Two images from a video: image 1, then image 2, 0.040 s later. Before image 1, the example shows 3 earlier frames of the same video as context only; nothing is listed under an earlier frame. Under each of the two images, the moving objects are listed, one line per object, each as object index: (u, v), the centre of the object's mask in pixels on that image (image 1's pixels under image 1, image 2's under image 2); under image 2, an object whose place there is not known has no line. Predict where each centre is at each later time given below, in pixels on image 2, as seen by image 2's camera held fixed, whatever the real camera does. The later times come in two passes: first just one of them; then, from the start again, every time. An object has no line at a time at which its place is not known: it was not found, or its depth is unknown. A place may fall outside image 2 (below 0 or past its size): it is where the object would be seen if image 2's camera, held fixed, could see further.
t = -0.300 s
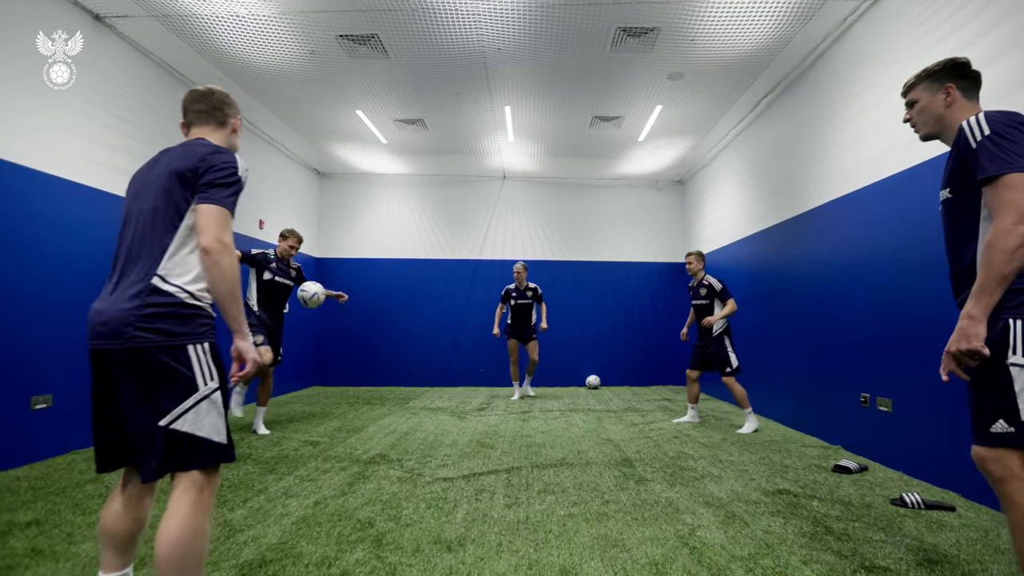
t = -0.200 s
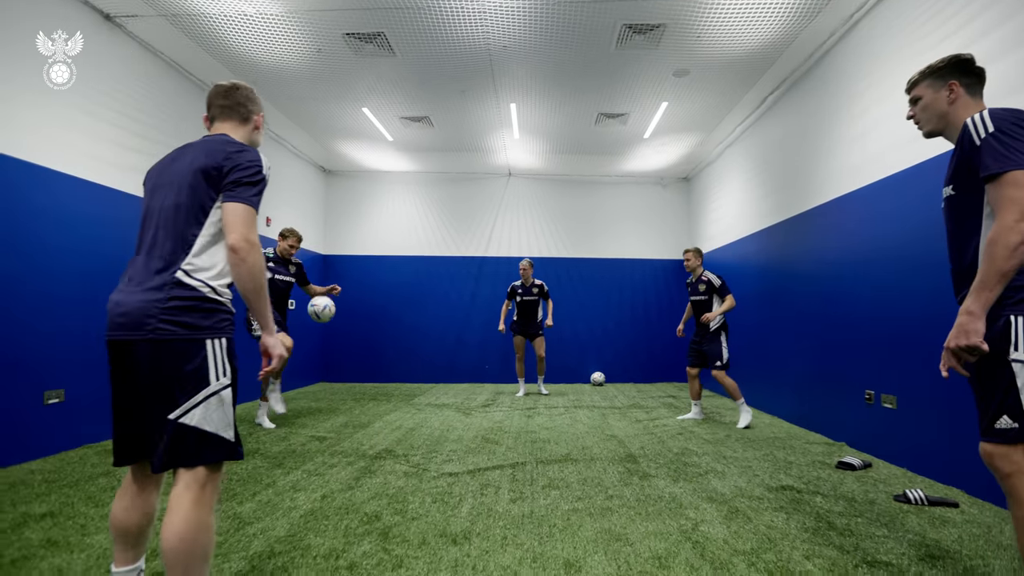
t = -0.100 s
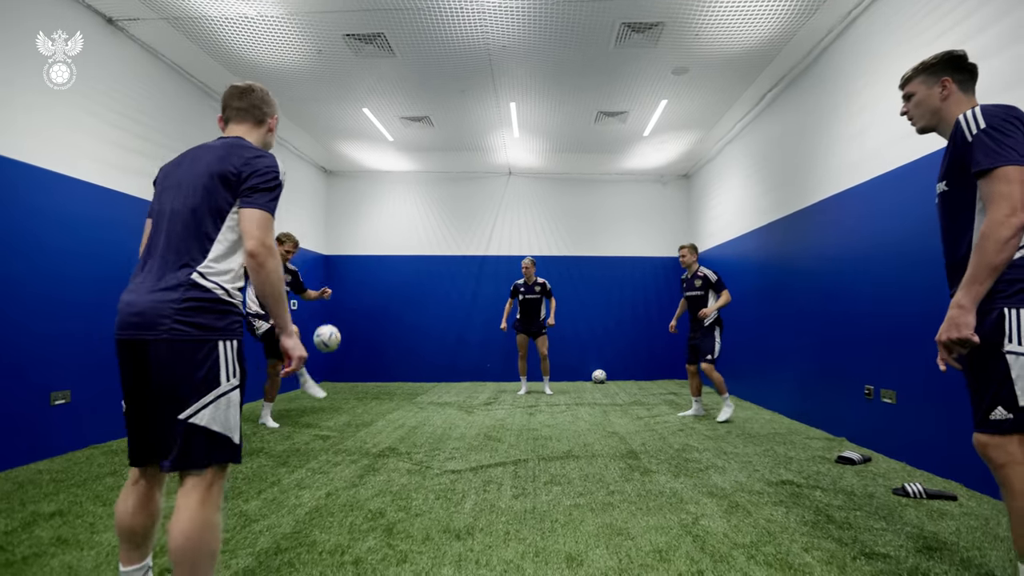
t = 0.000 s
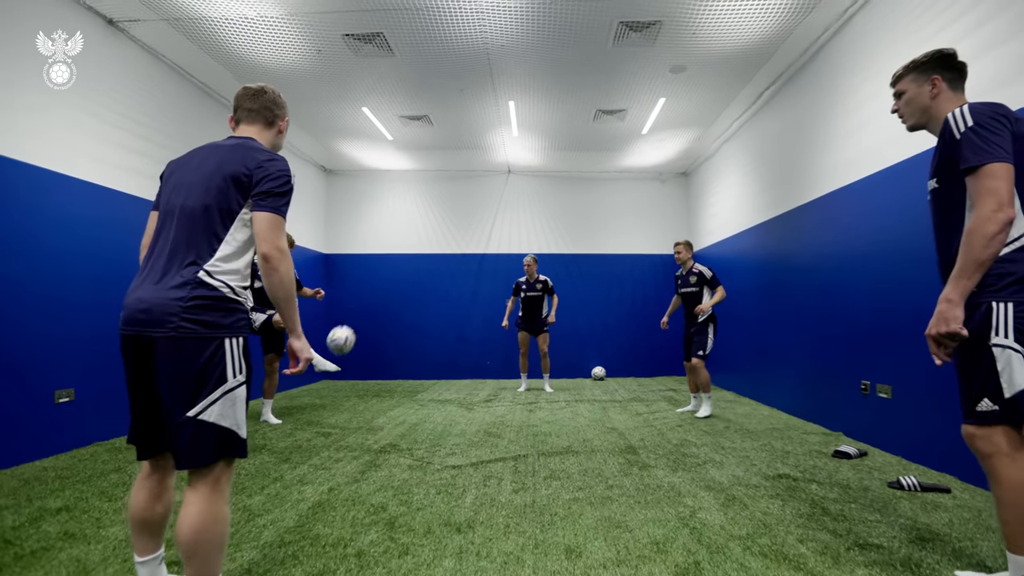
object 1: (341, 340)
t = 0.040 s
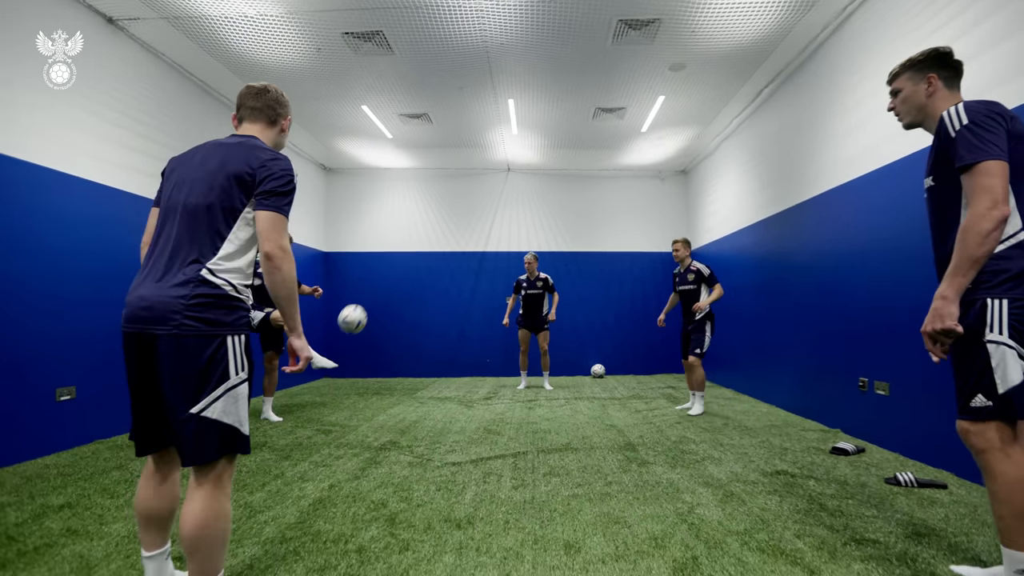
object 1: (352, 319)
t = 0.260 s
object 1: (427, 236)
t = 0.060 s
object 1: (358, 310)
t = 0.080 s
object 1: (364, 301)
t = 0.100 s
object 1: (371, 293)
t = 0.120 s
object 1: (377, 284)
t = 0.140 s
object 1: (384, 276)
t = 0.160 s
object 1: (391, 268)
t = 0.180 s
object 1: (397, 262)
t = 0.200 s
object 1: (404, 256)
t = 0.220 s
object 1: (412, 248)
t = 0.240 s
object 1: (419, 242)
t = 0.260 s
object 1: (427, 236)
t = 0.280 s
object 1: (434, 228)
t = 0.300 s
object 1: (442, 223)
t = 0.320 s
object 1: (450, 218)
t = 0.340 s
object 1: (458, 214)
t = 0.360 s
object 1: (466, 209)
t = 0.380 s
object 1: (475, 205)
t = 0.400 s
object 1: (483, 202)
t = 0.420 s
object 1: (492, 200)
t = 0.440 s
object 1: (501, 197)
